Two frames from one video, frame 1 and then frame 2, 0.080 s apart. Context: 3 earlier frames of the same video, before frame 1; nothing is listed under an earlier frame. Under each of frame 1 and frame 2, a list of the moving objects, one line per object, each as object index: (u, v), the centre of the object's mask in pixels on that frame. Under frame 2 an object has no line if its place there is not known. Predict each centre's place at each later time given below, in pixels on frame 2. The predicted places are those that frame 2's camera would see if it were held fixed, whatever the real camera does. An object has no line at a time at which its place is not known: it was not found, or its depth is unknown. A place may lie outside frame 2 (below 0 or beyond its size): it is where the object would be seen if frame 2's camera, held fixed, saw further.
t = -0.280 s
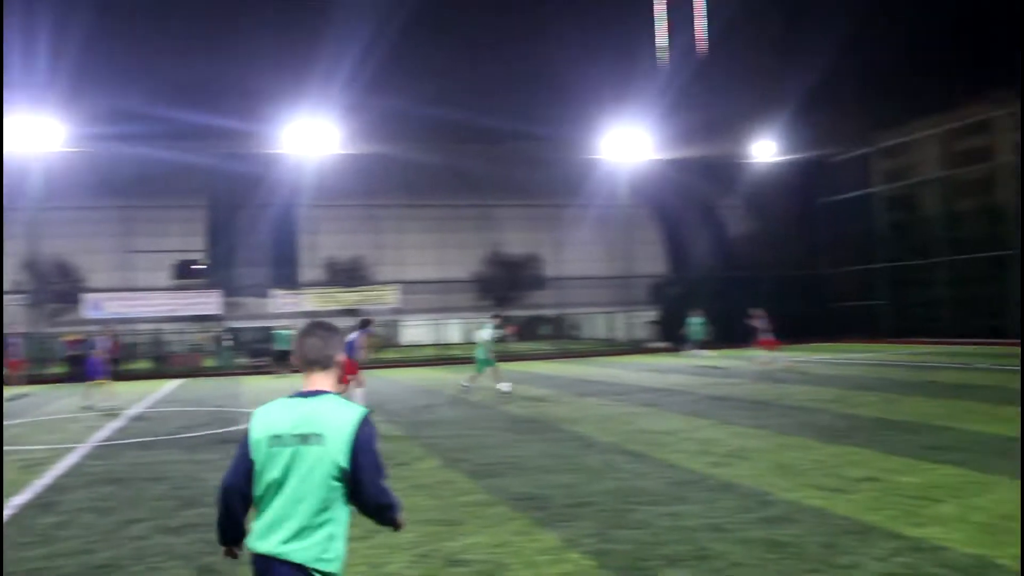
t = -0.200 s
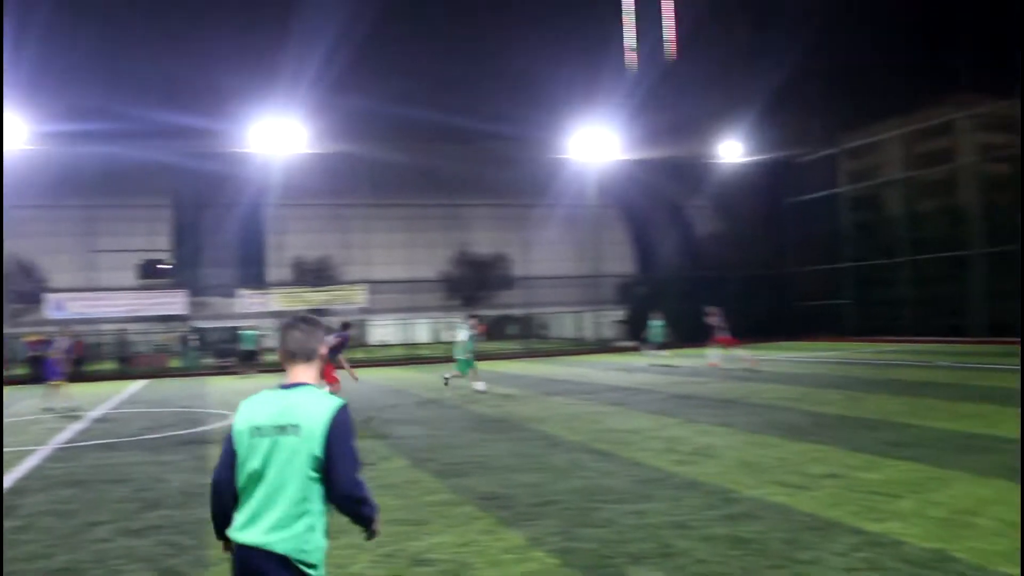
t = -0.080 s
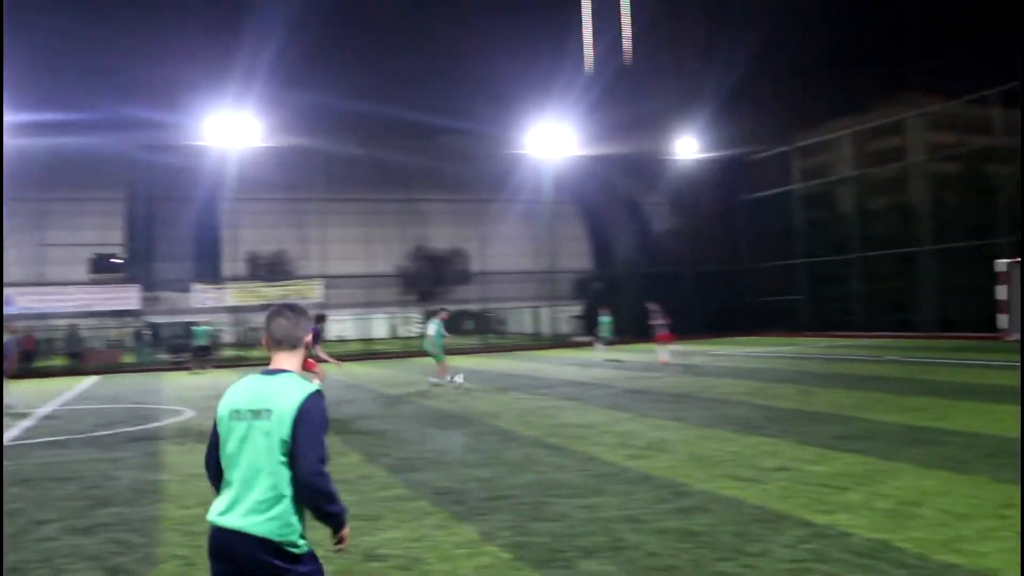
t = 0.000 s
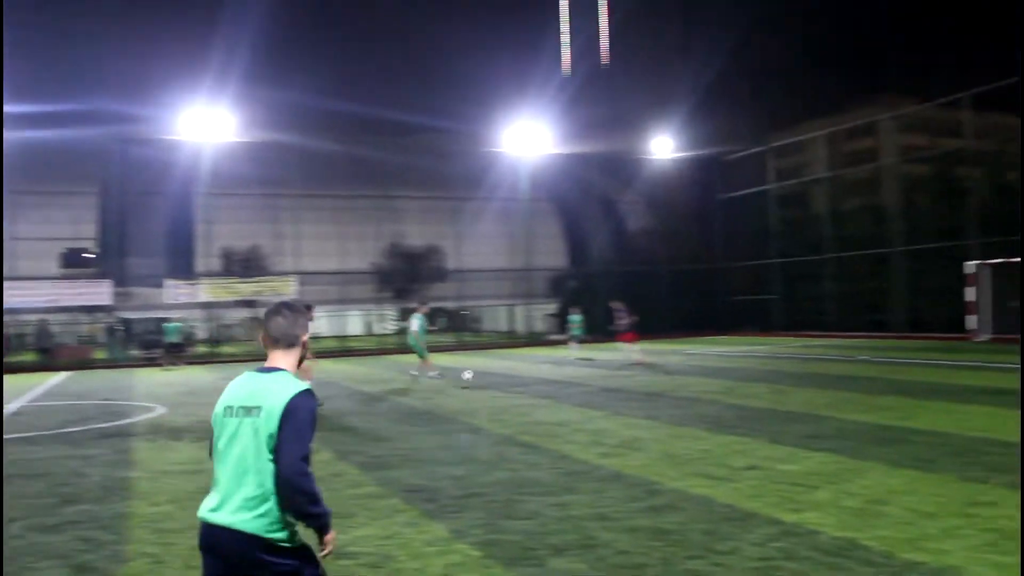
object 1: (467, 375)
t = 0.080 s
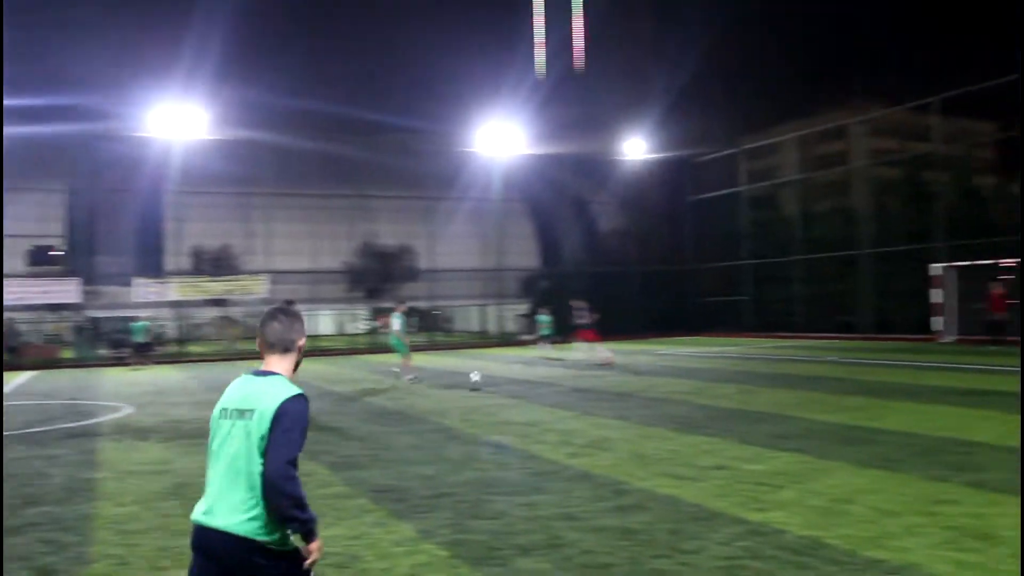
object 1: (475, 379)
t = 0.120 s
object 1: (494, 382)
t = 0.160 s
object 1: (514, 383)
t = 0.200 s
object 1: (532, 384)
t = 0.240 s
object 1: (550, 384)
